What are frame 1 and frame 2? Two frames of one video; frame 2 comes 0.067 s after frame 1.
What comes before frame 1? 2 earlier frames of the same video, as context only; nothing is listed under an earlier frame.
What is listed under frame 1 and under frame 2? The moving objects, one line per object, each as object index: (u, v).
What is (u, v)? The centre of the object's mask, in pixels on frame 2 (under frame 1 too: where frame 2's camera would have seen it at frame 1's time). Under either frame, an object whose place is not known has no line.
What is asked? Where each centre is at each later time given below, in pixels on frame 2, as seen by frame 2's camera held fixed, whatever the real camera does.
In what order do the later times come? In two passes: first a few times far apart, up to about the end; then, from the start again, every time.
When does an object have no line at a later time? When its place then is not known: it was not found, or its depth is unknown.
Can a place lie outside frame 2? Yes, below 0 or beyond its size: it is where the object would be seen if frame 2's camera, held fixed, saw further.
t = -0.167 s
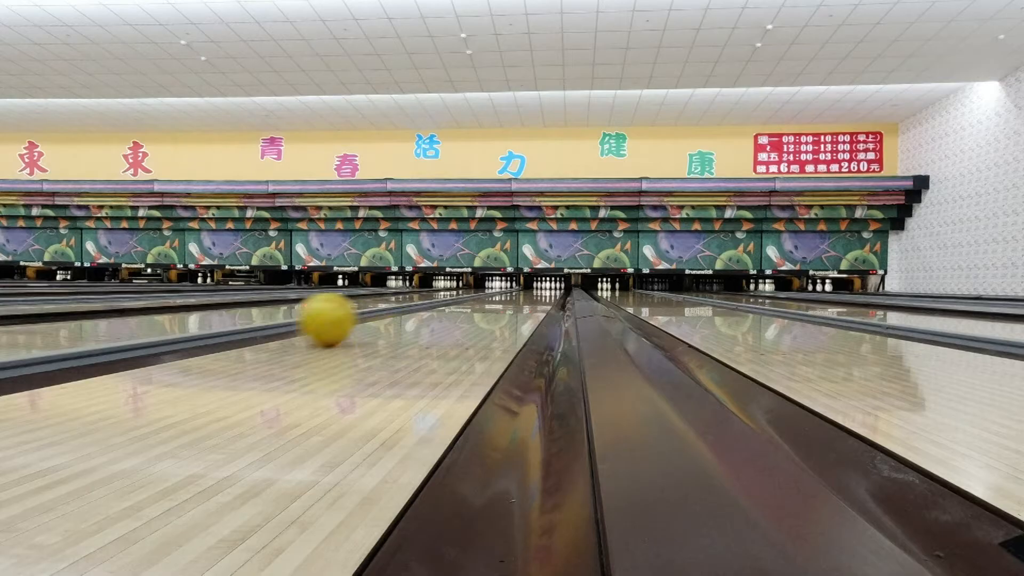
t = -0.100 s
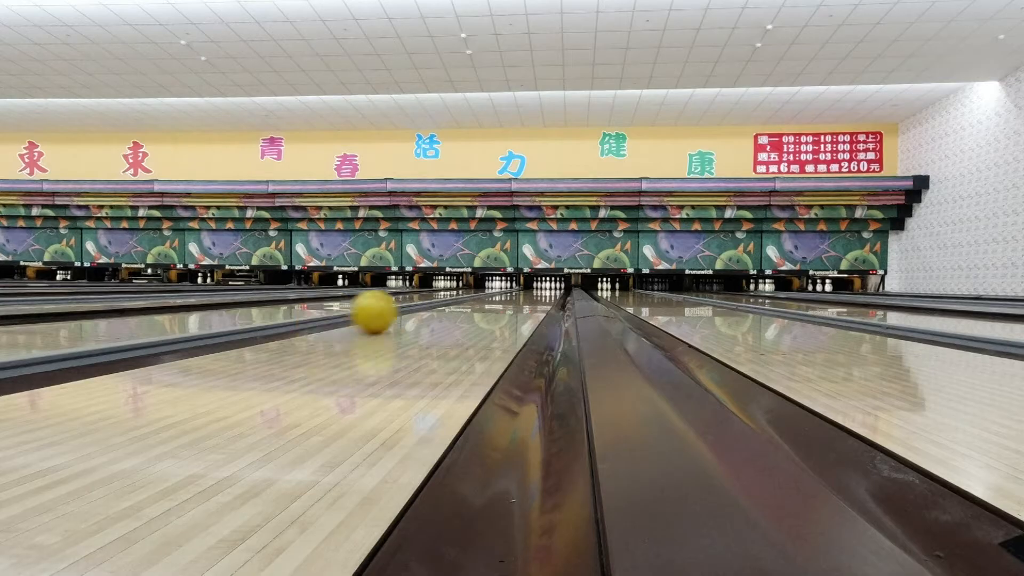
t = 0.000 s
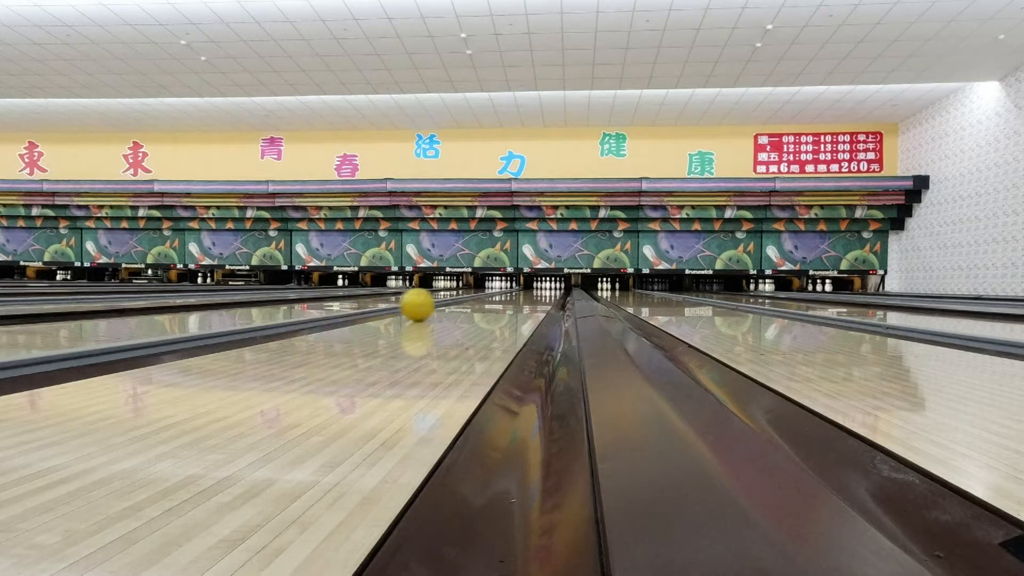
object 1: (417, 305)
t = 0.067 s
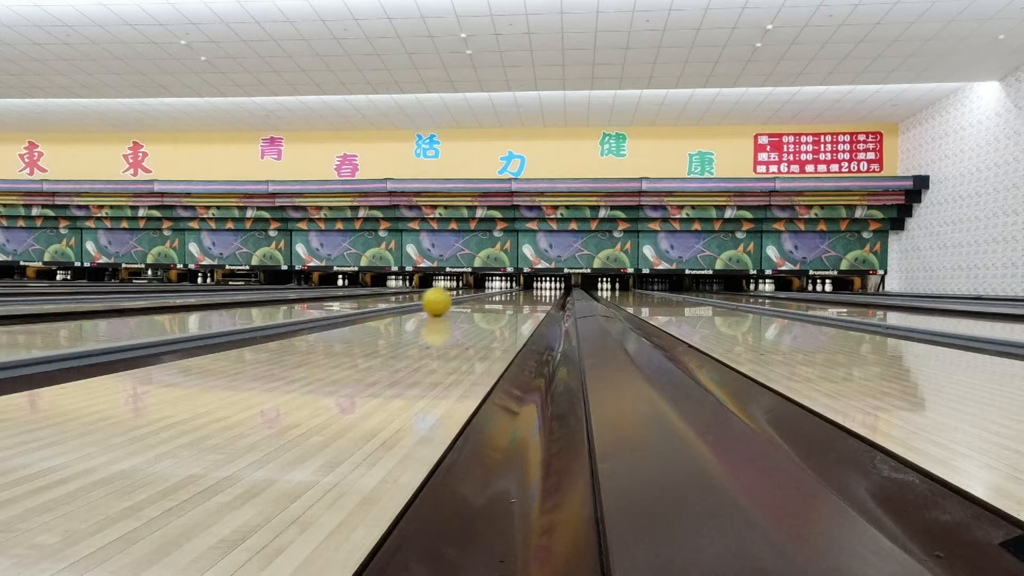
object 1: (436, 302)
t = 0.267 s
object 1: (472, 296)
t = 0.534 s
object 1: (497, 292)
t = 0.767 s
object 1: (510, 290)
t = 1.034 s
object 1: (520, 288)
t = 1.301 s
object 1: (526, 287)
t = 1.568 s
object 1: (531, 287)
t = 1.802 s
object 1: (534, 286)
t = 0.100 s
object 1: (444, 300)
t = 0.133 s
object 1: (451, 299)
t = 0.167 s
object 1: (457, 298)
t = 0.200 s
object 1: (463, 297)
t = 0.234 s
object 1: (468, 297)
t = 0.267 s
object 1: (472, 296)
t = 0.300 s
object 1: (477, 295)
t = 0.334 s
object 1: (480, 295)
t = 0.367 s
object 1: (484, 294)
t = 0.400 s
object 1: (487, 294)
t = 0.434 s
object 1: (490, 293)
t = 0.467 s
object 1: (493, 293)
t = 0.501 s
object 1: (495, 293)
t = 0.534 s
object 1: (497, 292)
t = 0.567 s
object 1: (500, 292)
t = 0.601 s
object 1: (502, 292)
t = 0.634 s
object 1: (504, 291)
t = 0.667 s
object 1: (505, 290)
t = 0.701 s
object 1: (507, 290)
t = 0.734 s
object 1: (509, 290)
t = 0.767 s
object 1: (510, 290)
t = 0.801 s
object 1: (512, 289)
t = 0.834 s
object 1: (513, 289)
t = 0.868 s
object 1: (515, 289)
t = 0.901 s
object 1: (516, 289)
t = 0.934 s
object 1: (517, 289)
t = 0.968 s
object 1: (518, 289)
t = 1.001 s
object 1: (519, 288)
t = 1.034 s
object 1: (520, 288)
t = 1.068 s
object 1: (521, 288)
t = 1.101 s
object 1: (522, 287)
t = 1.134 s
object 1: (523, 288)
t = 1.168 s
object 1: (524, 287)
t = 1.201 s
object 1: (524, 287)
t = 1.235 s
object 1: (525, 287)
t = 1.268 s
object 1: (526, 287)
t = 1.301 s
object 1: (526, 287)
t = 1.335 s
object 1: (527, 287)
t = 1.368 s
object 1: (528, 287)
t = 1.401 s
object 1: (529, 287)
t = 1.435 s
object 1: (529, 287)
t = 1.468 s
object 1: (530, 287)
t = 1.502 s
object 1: (530, 287)
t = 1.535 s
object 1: (530, 286)
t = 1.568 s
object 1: (531, 287)
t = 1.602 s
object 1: (532, 286)
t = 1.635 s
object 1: (532, 286)
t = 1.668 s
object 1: (533, 286)
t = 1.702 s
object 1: (533, 286)
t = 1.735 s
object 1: (534, 286)
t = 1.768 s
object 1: (534, 285)
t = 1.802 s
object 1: (534, 286)
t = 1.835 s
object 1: (535, 286)
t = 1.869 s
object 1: (535, 286)
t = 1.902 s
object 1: (537, 285)
